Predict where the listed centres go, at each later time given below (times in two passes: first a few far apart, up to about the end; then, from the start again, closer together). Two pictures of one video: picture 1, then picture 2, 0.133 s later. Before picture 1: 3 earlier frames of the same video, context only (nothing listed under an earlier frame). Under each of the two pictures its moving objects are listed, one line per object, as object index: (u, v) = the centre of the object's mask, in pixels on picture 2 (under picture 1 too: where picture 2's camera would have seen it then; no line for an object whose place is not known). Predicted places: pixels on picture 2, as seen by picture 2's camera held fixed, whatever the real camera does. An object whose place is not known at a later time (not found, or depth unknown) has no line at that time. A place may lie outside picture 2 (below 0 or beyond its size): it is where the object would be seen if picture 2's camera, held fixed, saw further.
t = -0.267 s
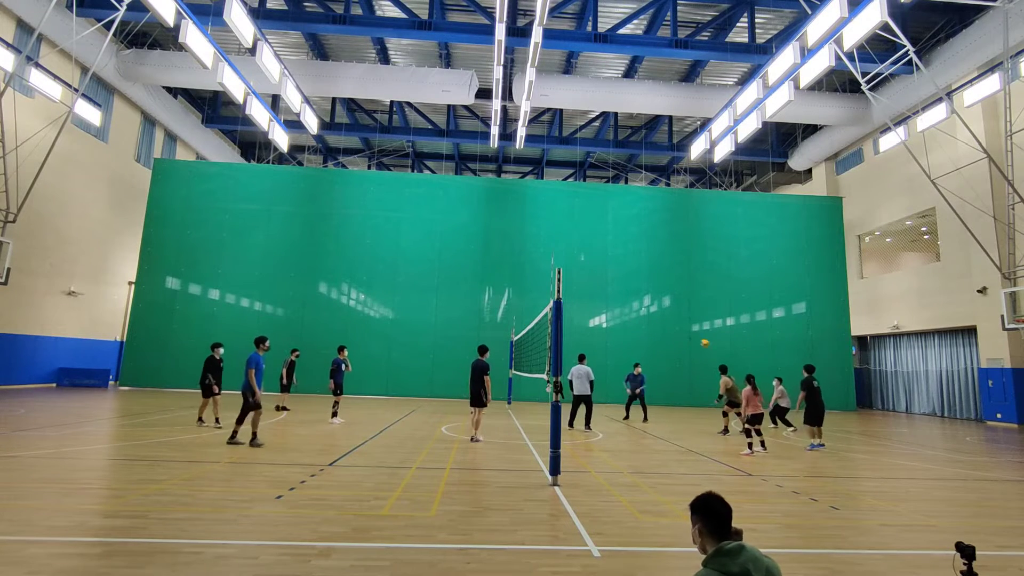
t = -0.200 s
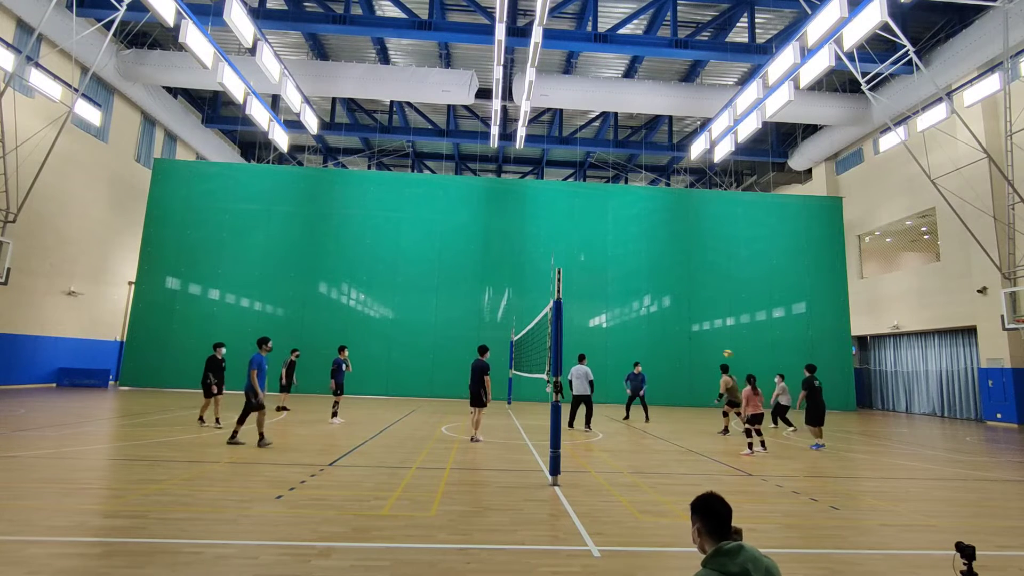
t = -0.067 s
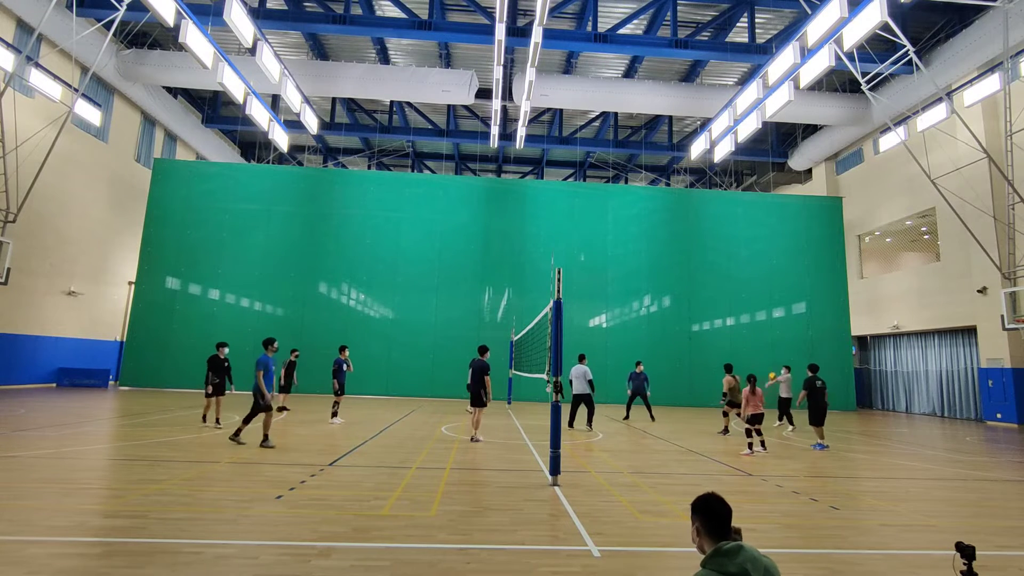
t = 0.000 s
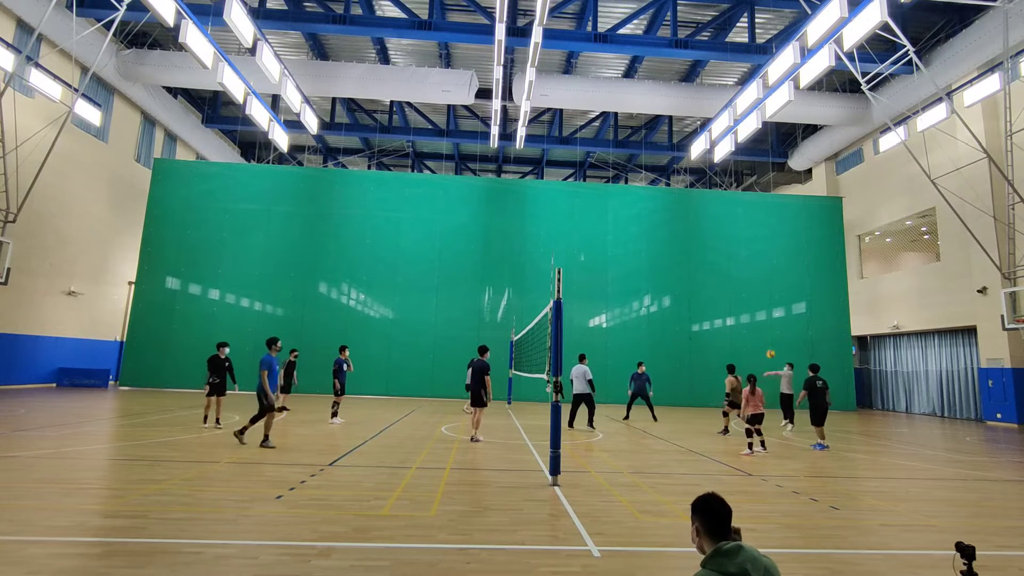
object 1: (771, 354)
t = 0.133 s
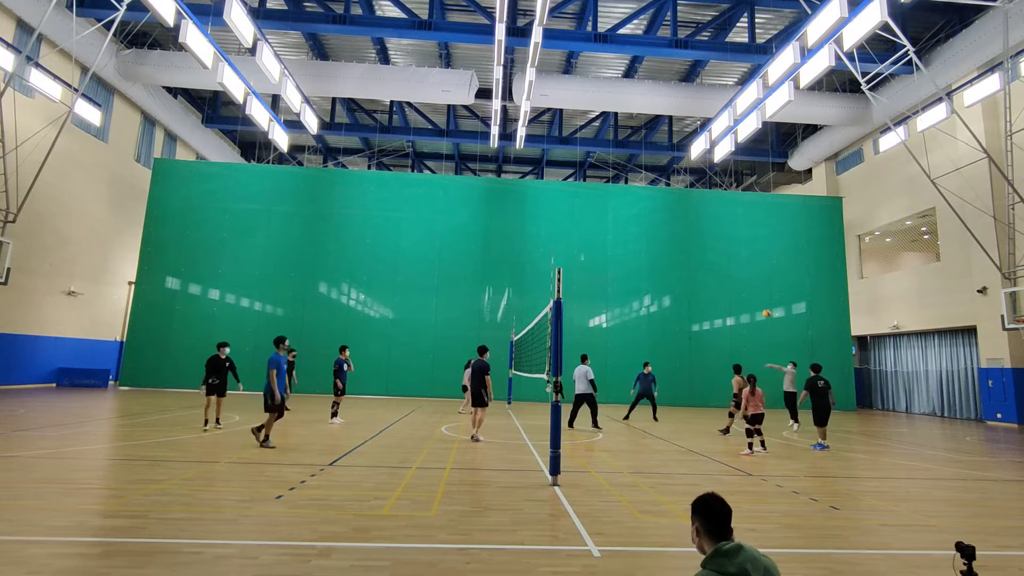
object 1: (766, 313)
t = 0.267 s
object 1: (763, 279)
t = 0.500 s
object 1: (758, 235)
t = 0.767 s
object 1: (754, 208)
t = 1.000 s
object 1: (751, 205)
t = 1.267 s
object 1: (748, 225)
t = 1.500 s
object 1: (746, 267)
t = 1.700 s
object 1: (744, 321)
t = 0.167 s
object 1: (765, 303)
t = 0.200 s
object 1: (764, 295)
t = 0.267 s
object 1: (763, 279)
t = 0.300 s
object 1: (762, 272)
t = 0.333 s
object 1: (761, 265)
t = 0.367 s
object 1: (761, 258)
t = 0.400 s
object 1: (760, 252)
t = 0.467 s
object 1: (759, 240)
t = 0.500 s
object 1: (758, 235)
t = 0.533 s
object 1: (757, 231)
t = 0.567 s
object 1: (757, 226)
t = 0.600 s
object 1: (756, 222)
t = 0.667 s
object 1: (755, 215)
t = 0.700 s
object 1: (754, 213)
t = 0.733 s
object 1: (754, 210)
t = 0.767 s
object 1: (754, 208)
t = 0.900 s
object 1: (752, 203)
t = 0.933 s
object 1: (751, 203)
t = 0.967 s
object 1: (751, 203)
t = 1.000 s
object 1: (751, 205)
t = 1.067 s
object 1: (750, 207)
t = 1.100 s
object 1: (749, 209)
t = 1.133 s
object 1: (749, 211)
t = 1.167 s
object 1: (749, 214)
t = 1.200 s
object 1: (748, 217)
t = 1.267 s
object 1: (748, 225)
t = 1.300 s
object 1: (748, 229)
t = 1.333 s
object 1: (747, 234)
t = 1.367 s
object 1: (747, 240)
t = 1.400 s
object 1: (746, 245)
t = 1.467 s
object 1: (746, 259)
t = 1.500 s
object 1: (746, 267)
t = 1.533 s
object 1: (745, 274)
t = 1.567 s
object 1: (745, 283)
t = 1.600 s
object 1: (744, 291)
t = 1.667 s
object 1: (744, 311)
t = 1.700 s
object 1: (744, 321)
